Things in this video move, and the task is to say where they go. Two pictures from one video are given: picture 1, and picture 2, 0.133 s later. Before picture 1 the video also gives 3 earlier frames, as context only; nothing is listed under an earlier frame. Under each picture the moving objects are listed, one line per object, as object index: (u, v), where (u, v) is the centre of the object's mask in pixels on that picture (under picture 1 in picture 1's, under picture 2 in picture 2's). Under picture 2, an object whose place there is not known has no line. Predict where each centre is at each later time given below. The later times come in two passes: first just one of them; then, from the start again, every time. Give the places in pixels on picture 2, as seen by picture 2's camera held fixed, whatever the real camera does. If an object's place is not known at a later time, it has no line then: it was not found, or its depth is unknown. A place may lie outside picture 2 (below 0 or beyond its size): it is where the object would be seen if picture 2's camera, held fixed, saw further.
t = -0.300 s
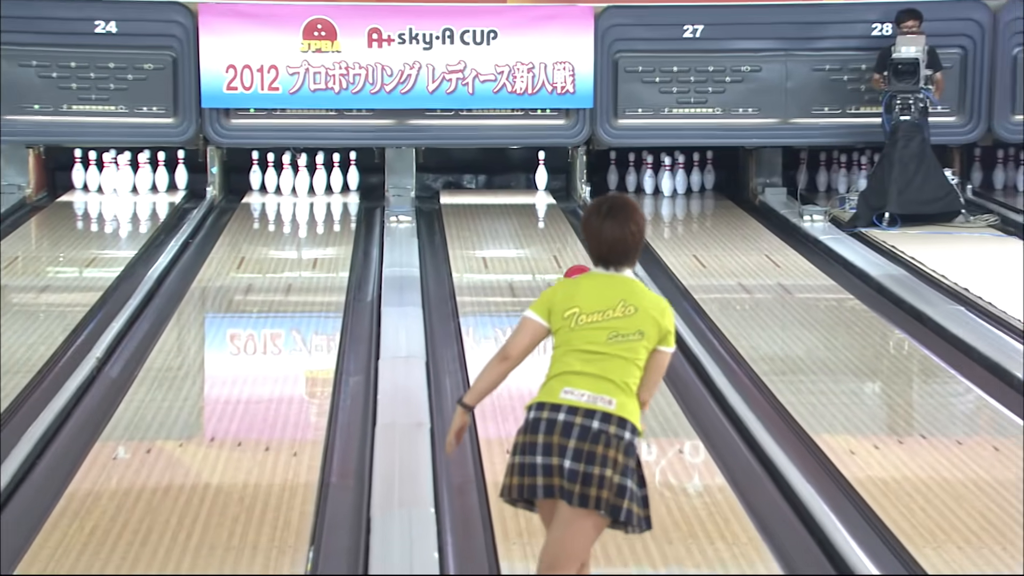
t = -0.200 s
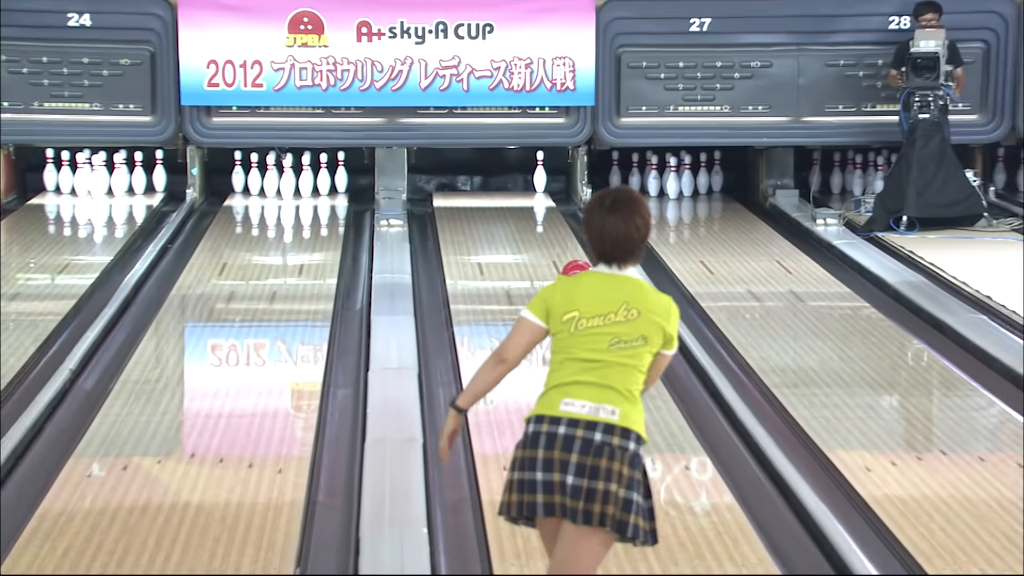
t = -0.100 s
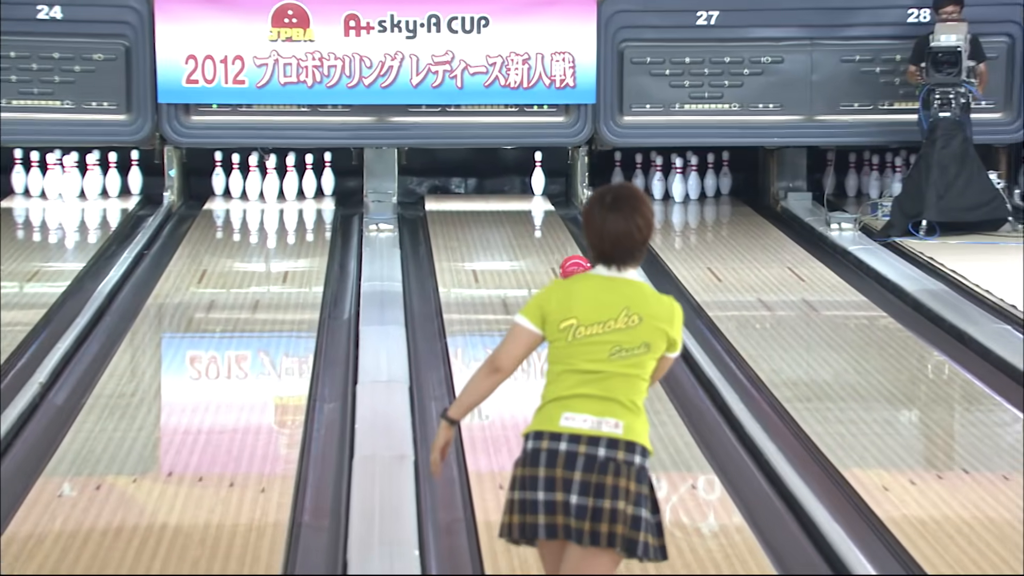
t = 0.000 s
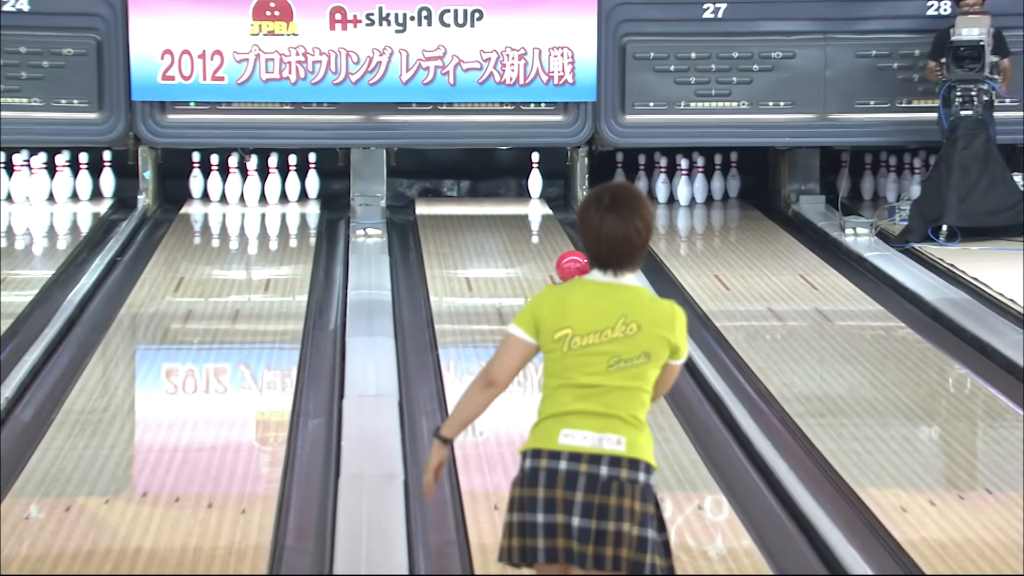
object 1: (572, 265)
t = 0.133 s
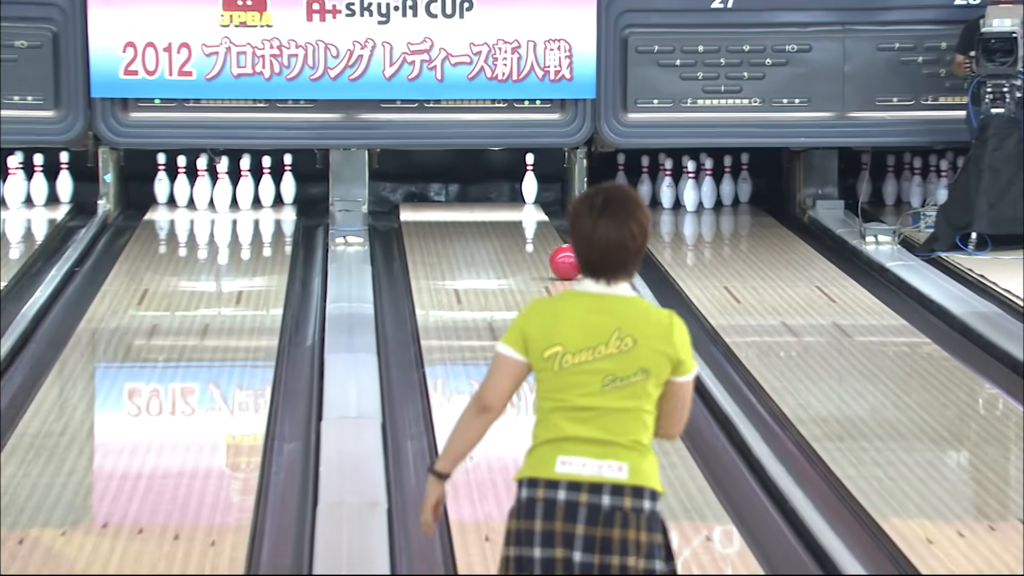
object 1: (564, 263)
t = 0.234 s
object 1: (560, 253)
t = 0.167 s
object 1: (563, 260)
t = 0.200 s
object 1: (561, 256)
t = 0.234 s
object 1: (560, 253)
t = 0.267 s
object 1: (558, 249)
